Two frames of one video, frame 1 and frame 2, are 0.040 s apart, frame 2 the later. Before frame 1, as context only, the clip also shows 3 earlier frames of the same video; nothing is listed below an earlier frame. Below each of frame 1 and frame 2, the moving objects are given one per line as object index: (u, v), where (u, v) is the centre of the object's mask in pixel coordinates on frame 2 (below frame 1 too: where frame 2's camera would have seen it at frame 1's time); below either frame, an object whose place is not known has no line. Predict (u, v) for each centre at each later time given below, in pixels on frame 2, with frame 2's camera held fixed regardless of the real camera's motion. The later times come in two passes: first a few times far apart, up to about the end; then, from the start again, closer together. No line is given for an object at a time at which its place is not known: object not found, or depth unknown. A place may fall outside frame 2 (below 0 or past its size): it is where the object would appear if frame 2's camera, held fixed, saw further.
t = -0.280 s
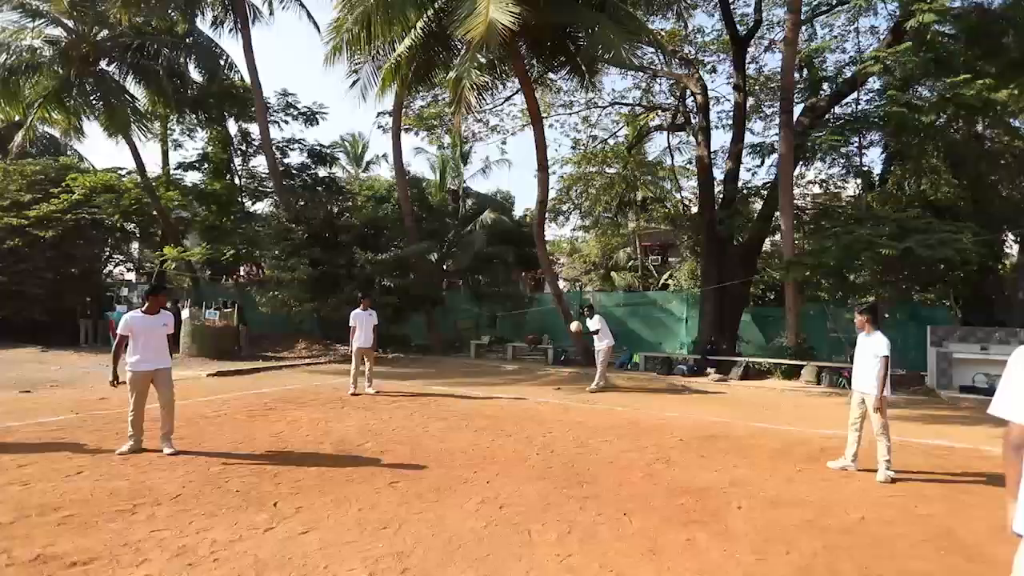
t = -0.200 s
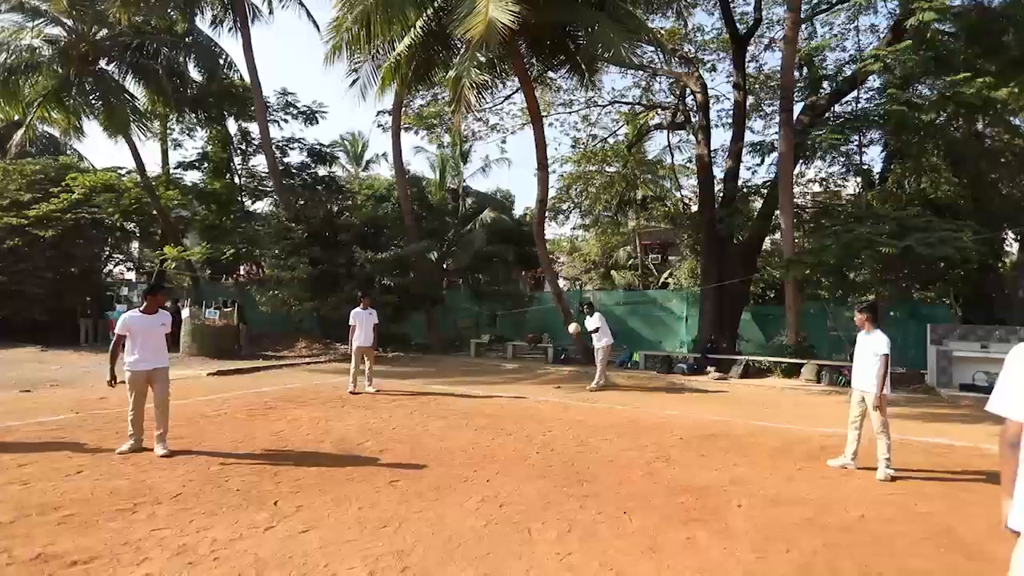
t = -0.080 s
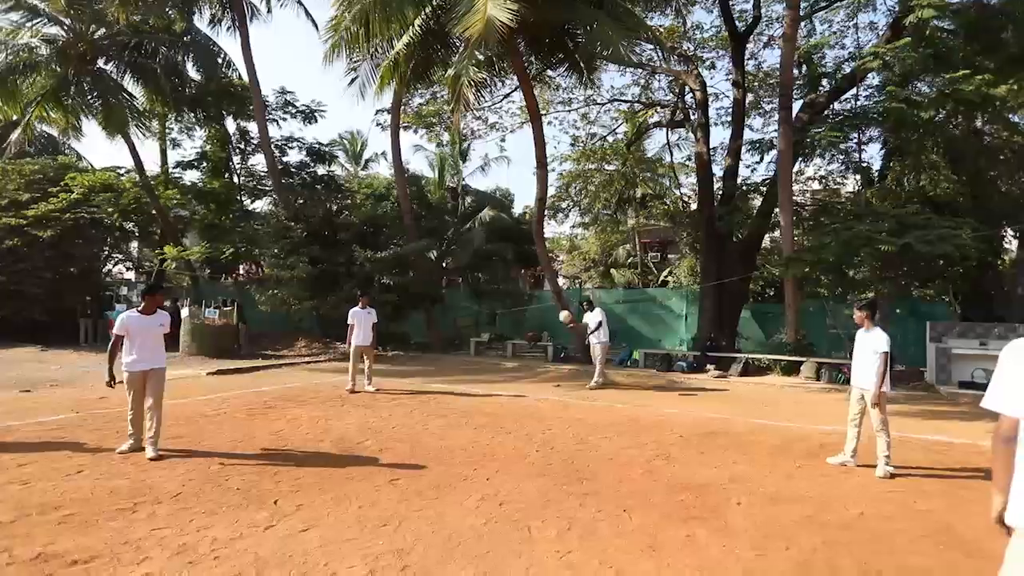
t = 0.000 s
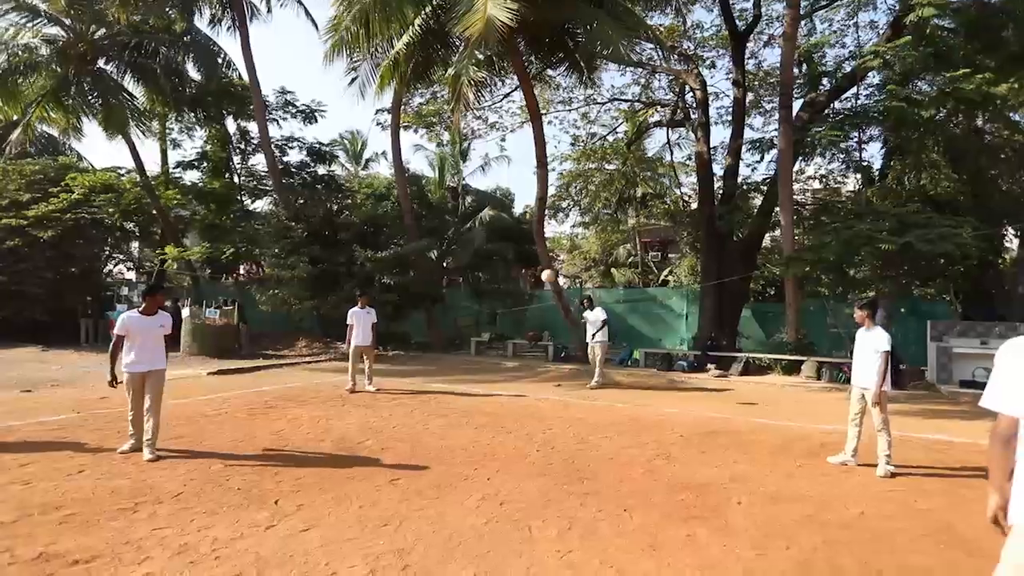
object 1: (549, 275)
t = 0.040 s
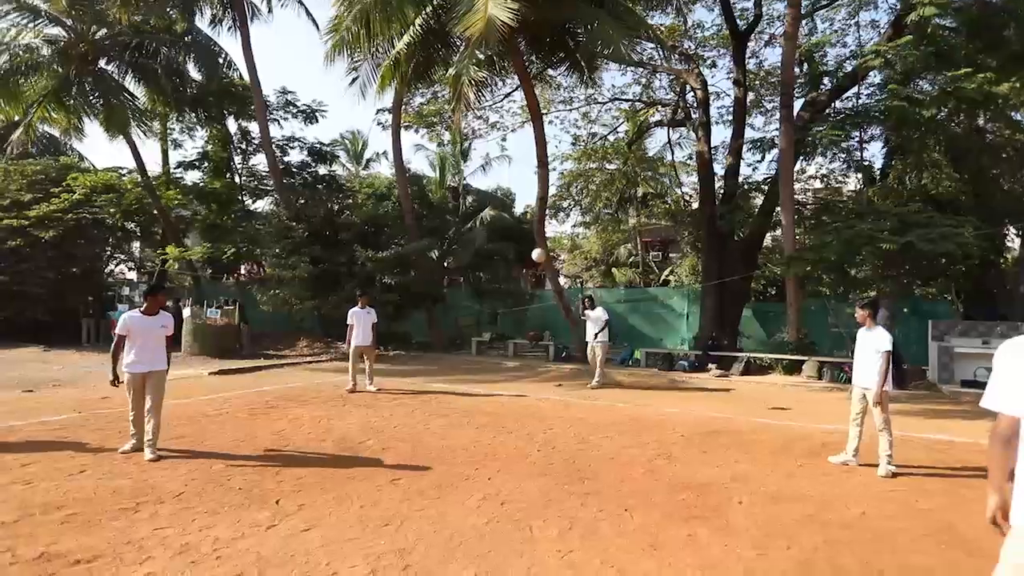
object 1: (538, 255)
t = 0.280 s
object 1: (454, 115)
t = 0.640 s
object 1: (182, -182)
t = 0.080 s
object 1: (527, 234)
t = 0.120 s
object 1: (515, 212)
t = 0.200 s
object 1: (487, 165)
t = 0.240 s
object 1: (470, 141)
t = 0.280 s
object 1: (454, 115)
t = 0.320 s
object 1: (434, 88)
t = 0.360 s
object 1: (414, 59)
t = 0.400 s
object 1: (391, 29)
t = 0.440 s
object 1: (364, -1)
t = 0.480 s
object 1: (336, -34)
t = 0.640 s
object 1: (182, -182)
